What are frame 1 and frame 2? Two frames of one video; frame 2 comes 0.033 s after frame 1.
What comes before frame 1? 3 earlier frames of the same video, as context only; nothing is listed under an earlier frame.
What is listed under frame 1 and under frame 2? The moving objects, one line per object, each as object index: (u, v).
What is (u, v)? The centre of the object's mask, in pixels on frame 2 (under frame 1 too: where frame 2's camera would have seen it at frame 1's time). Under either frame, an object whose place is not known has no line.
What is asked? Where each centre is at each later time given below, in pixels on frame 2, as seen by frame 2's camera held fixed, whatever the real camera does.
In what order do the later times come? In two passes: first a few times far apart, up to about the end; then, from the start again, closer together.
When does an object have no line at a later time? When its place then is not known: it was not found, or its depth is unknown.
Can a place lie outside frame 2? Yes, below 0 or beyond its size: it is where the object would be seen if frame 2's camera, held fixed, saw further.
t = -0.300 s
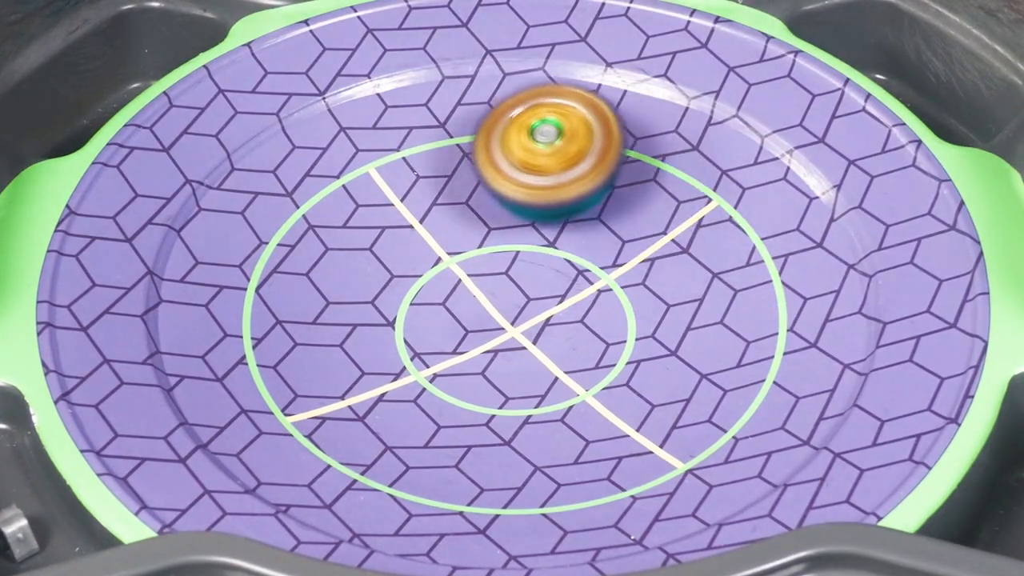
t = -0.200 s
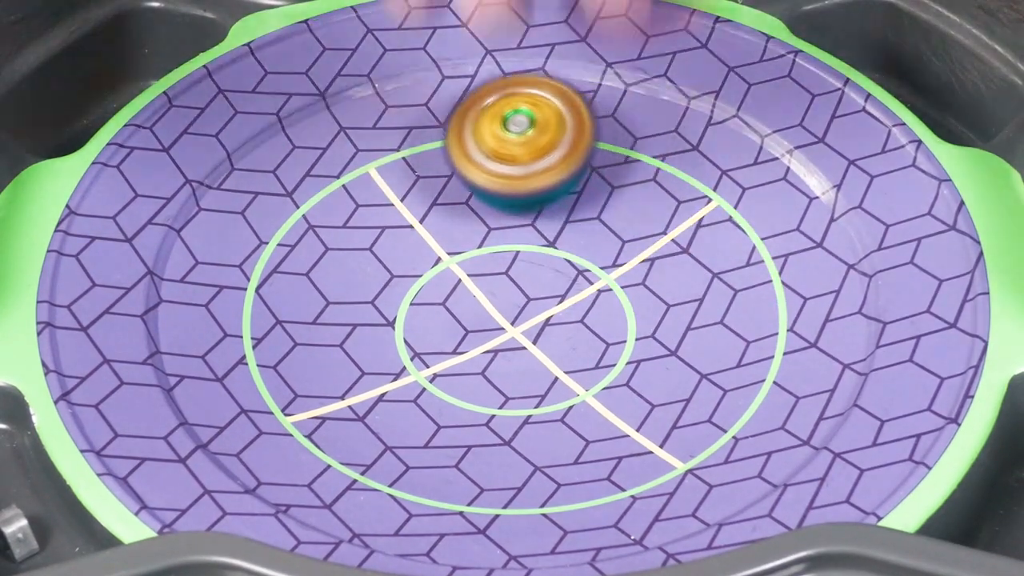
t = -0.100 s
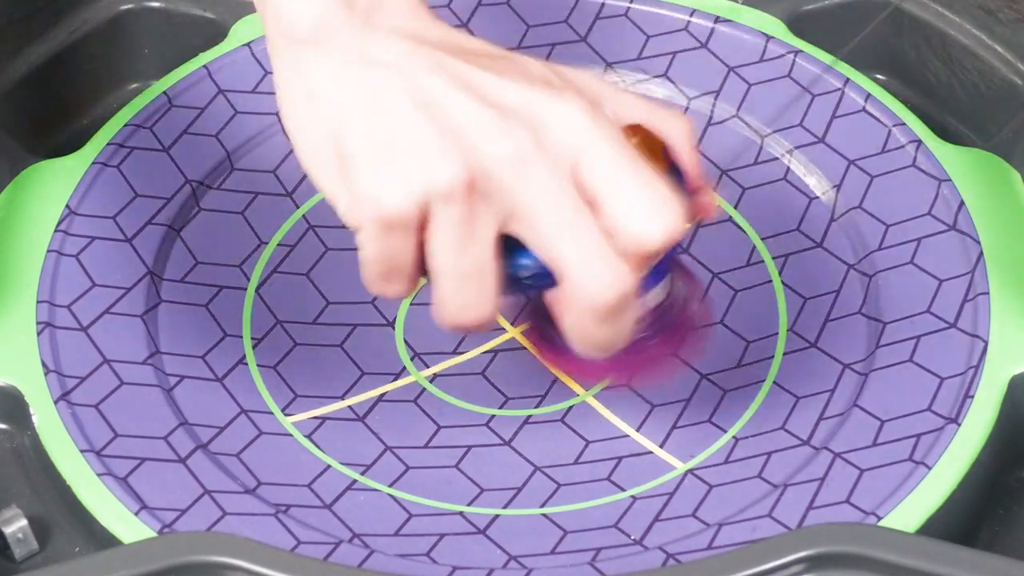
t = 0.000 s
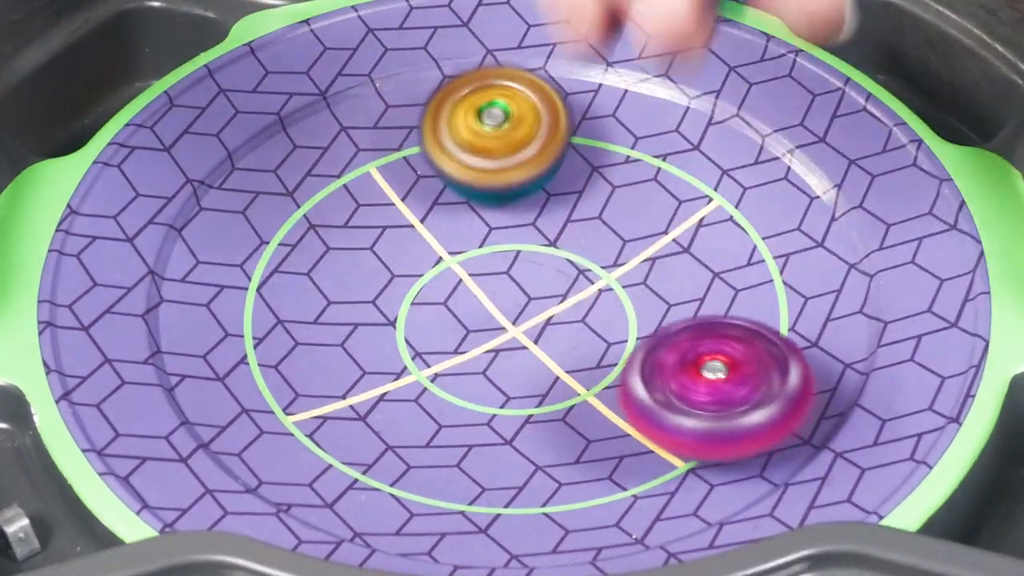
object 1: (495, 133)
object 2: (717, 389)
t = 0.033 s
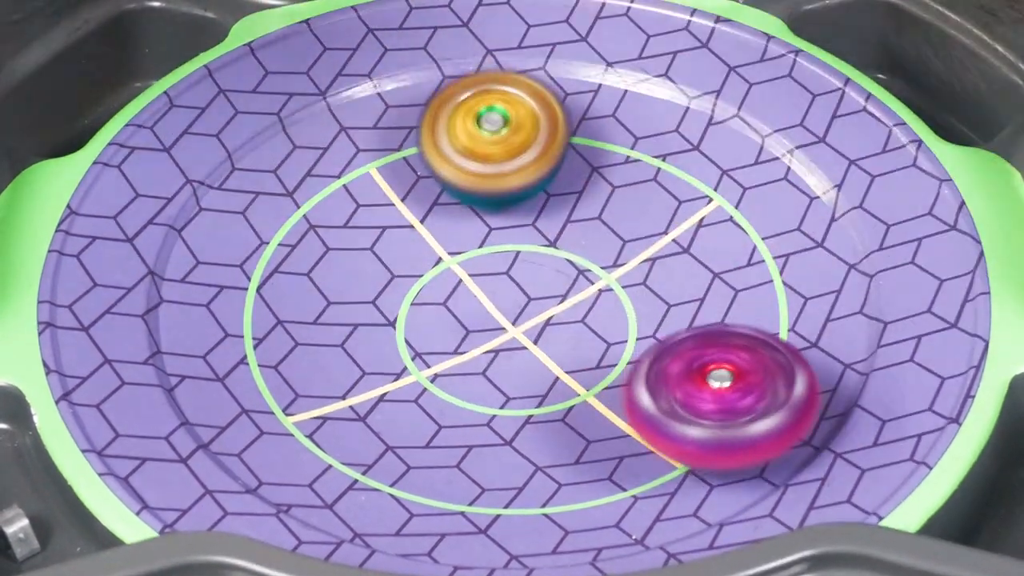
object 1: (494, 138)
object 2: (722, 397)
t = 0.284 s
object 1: (481, 205)
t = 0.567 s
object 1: (417, 244)
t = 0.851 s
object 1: (397, 232)
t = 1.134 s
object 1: (392, 248)
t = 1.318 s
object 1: (405, 279)
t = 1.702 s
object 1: (459, 319)
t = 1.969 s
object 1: (452, 341)
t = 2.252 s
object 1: (639, 276)
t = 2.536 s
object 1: (759, 377)
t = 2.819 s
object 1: (546, 384)
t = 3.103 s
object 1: (654, 137)
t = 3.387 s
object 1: (872, 58)
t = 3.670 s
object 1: (942, 52)
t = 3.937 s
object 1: (959, 88)
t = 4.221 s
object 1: (960, 75)
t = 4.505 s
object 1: (946, 86)
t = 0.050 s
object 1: (493, 141)
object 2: (719, 402)
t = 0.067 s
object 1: (493, 145)
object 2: (713, 406)
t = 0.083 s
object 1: (494, 150)
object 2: (703, 412)
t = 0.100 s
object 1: (495, 155)
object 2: (689, 416)
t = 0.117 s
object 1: (495, 159)
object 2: (671, 420)
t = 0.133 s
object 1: (496, 164)
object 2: (650, 424)
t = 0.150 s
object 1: (497, 168)
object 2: (625, 427)
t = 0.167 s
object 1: (497, 173)
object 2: (596, 429)
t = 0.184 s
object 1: (496, 178)
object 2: (565, 429)
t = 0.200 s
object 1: (494, 183)
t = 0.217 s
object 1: (493, 188)
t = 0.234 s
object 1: (491, 193)
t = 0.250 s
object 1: (488, 197)
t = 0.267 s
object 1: (484, 202)
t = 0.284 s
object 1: (481, 205)
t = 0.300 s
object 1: (476, 210)
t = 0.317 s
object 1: (472, 214)
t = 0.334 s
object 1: (469, 217)
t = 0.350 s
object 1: (466, 220)
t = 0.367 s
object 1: (462, 223)
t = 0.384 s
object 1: (459, 226)
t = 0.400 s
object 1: (456, 228)
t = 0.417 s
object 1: (453, 231)
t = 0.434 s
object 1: (449, 233)
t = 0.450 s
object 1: (445, 235)
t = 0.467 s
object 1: (442, 236)
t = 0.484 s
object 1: (438, 239)
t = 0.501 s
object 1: (434, 240)
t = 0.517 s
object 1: (430, 242)
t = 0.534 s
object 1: (426, 243)
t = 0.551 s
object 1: (422, 244)
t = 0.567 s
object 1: (417, 244)
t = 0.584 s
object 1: (412, 245)
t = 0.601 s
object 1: (407, 245)
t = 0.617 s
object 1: (403, 245)
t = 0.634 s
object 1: (399, 245)
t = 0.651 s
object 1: (395, 245)
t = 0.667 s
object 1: (392, 244)
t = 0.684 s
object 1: (390, 243)
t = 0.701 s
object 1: (388, 242)
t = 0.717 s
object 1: (388, 241)
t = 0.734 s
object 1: (388, 240)
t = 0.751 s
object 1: (388, 238)
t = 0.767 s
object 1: (390, 236)
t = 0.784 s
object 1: (391, 235)
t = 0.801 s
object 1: (393, 234)
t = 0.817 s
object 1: (395, 233)
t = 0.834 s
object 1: (396, 233)
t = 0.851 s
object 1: (397, 232)
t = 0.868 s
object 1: (398, 231)
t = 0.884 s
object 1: (398, 231)
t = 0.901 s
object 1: (399, 231)
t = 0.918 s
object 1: (399, 231)
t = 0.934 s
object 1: (399, 231)
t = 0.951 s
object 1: (398, 232)
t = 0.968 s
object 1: (397, 233)
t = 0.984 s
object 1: (396, 235)
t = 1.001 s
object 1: (394, 236)
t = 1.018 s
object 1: (394, 238)
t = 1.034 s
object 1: (393, 238)
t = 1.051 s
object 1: (392, 240)
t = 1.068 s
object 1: (391, 241)
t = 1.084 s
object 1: (391, 242)
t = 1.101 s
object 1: (391, 243)
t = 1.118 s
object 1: (392, 245)
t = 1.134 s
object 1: (392, 248)
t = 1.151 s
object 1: (392, 251)
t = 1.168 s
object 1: (392, 253)
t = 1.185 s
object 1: (392, 256)
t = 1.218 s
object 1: (393, 268)
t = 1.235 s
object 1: (394, 271)
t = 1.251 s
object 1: (396, 271)
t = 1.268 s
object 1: (398, 272)
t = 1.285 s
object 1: (400, 275)
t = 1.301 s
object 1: (402, 277)
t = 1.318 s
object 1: (405, 279)
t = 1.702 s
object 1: (459, 319)
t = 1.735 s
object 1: (459, 323)
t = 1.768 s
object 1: (459, 327)
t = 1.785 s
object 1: (458, 328)
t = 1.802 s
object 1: (458, 330)
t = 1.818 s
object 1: (460, 332)
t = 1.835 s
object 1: (461, 334)
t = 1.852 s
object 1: (461, 336)
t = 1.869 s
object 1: (459, 337)
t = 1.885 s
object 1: (458, 339)
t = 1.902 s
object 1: (457, 339)
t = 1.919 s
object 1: (455, 340)
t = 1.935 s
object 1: (454, 340)
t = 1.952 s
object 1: (453, 341)
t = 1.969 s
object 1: (452, 341)
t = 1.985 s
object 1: (451, 342)
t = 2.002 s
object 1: (450, 342)
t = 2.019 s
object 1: (449, 342)
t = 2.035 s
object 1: (448, 341)
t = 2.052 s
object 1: (450, 341)
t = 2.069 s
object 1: (469, 335)
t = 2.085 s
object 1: (488, 327)
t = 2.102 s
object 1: (507, 320)
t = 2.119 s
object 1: (525, 314)
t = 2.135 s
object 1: (542, 307)
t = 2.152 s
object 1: (558, 301)
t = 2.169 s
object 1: (573, 295)
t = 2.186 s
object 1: (586, 290)
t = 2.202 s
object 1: (600, 285)
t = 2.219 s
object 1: (614, 281)
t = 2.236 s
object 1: (627, 278)
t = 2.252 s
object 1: (639, 276)
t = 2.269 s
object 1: (651, 275)
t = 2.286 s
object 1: (664, 274)
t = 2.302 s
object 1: (676, 274)
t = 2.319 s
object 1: (688, 275)
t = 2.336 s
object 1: (699, 277)
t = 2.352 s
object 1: (711, 280)
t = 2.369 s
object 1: (723, 285)
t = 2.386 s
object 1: (733, 291)
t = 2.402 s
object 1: (743, 298)
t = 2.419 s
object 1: (751, 305)
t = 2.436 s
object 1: (758, 315)
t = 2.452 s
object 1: (764, 326)
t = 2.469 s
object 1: (768, 337)
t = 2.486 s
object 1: (768, 348)
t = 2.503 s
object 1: (765, 360)
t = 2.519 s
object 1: (761, 368)
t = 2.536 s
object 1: (759, 377)
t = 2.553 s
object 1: (757, 381)
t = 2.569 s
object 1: (753, 386)
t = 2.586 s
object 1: (748, 390)
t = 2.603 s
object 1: (740, 394)
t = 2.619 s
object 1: (730, 397)
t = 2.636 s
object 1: (719, 399)
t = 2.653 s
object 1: (706, 401)
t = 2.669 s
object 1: (692, 402)
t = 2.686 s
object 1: (678, 403)
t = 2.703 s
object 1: (664, 403)
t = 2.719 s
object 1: (648, 402)
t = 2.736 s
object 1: (633, 401)
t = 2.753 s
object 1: (615, 397)
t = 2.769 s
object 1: (598, 395)
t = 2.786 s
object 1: (579, 393)
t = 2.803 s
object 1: (562, 388)
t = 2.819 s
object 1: (546, 384)
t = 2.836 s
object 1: (531, 379)
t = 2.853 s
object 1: (522, 371)
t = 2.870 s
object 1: (519, 359)
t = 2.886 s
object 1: (518, 346)
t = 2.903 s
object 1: (518, 332)
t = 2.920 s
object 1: (520, 319)
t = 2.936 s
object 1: (522, 307)
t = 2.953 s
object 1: (525, 295)
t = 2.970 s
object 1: (527, 283)
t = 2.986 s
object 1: (530, 274)
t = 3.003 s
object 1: (533, 264)
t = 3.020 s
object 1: (537, 256)
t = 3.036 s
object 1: (540, 247)
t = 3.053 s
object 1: (561, 227)
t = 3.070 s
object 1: (592, 197)
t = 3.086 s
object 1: (623, 166)
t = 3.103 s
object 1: (654, 137)
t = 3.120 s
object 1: (681, 109)
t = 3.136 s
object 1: (708, 84)
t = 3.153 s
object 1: (726, 64)
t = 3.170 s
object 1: (739, 53)
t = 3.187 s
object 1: (754, 47)
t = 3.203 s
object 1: (769, 45)
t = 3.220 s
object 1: (784, 48)
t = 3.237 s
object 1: (799, 53)
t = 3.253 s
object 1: (811, 54)
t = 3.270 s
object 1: (821, 50)
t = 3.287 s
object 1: (831, 50)
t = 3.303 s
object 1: (841, 52)
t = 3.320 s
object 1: (849, 53)
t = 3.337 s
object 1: (856, 55)
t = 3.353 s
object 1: (861, 56)
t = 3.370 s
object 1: (866, 57)
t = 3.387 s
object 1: (872, 58)
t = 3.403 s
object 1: (878, 58)
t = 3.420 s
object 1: (883, 58)
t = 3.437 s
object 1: (888, 57)
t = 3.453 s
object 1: (894, 56)
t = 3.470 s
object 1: (899, 54)
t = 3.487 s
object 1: (904, 52)
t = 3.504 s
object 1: (909, 51)
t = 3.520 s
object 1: (913, 50)
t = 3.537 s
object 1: (920, 45)
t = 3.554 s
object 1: (930, 37)
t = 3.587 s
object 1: (926, 47)
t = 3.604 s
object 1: (923, 51)
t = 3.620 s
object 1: (926, 50)
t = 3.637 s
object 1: (932, 47)
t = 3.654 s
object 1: (938, 48)
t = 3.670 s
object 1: (942, 52)
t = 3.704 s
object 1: (946, 58)
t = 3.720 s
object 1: (947, 58)
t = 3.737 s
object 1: (947, 62)
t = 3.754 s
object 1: (947, 69)
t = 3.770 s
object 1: (955, 70)
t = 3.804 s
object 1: (961, 83)
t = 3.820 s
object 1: (961, 83)
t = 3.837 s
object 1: (962, 86)
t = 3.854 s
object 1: (962, 90)
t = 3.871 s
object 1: (962, 90)
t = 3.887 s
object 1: (959, 88)
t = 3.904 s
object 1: (959, 87)
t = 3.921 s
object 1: (959, 88)
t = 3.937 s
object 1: (959, 88)
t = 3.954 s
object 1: (959, 80)
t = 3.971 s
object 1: (959, 75)
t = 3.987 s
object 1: (958, 74)
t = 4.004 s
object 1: (954, 77)
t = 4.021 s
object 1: (950, 69)
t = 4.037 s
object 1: (945, 68)
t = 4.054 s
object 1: (941, 69)
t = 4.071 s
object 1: (940, 70)
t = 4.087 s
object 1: (936, 70)
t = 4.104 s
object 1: (939, 72)
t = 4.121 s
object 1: (945, 80)
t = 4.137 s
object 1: (949, 77)
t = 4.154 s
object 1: (953, 67)
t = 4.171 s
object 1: (957, 63)
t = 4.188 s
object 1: (960, 66)
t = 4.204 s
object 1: (960, 72)
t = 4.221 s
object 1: (960, 75)
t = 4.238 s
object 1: (957, 79)
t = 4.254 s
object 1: (953, 85)
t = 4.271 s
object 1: (950, 89)
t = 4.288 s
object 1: (949, 87)
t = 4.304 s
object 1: (947, 86)
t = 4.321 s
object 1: (946, 86)
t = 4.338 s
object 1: (946, 86)
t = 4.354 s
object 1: (946, 86)
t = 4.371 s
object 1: (946, 86)
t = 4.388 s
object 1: (946, 86)
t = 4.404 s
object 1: (946, 86)
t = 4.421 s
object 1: (946, 86)
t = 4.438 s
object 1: (946, 86)
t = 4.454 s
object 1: (946, 86)
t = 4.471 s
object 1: (946, 86)
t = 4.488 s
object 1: (946, 86)
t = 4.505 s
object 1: (946, 86)
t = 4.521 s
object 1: (946, 86)
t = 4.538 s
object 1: (946, 86)
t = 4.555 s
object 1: (946, 86)
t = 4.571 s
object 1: (946, 86)
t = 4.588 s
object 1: (946, 86)
